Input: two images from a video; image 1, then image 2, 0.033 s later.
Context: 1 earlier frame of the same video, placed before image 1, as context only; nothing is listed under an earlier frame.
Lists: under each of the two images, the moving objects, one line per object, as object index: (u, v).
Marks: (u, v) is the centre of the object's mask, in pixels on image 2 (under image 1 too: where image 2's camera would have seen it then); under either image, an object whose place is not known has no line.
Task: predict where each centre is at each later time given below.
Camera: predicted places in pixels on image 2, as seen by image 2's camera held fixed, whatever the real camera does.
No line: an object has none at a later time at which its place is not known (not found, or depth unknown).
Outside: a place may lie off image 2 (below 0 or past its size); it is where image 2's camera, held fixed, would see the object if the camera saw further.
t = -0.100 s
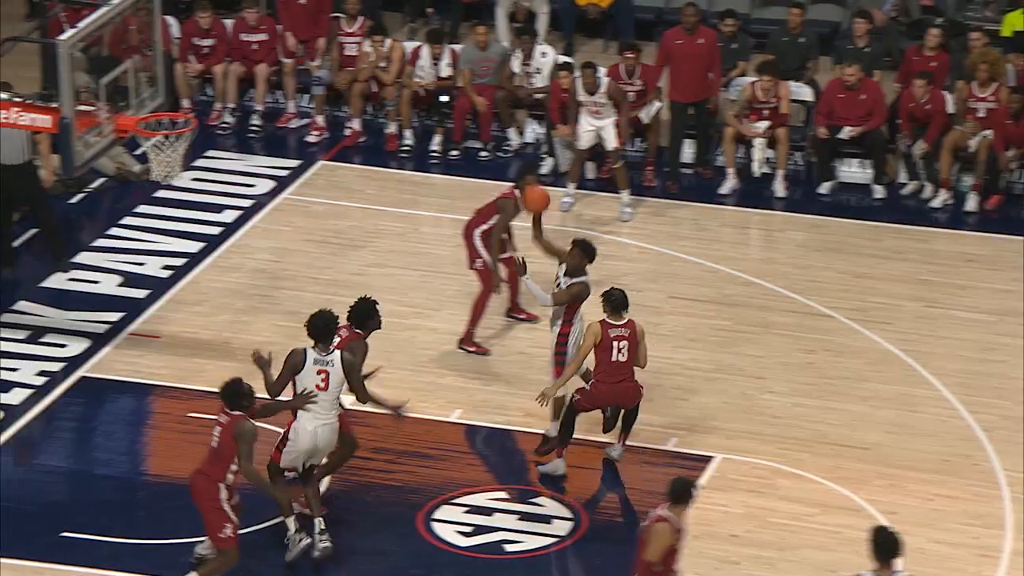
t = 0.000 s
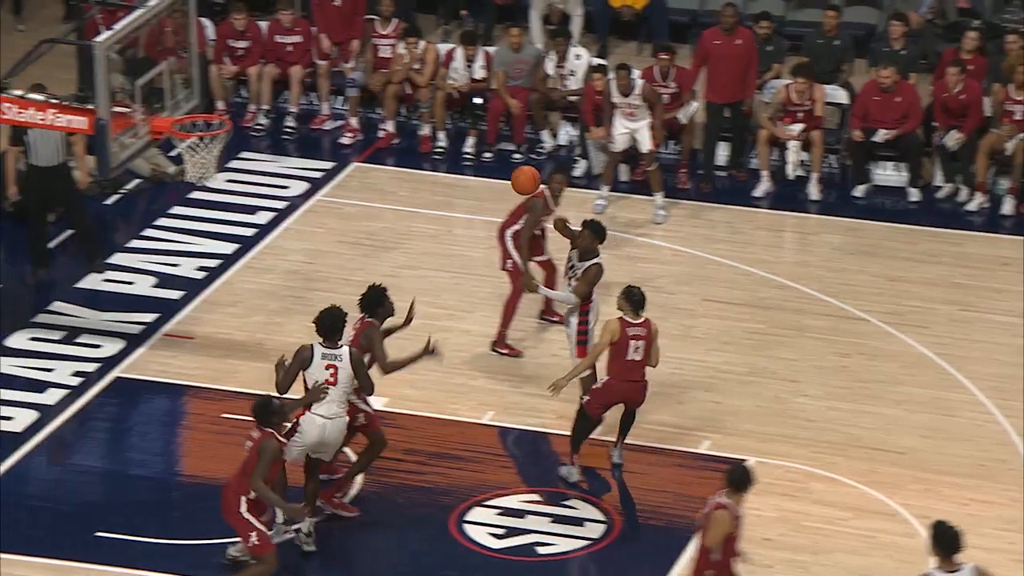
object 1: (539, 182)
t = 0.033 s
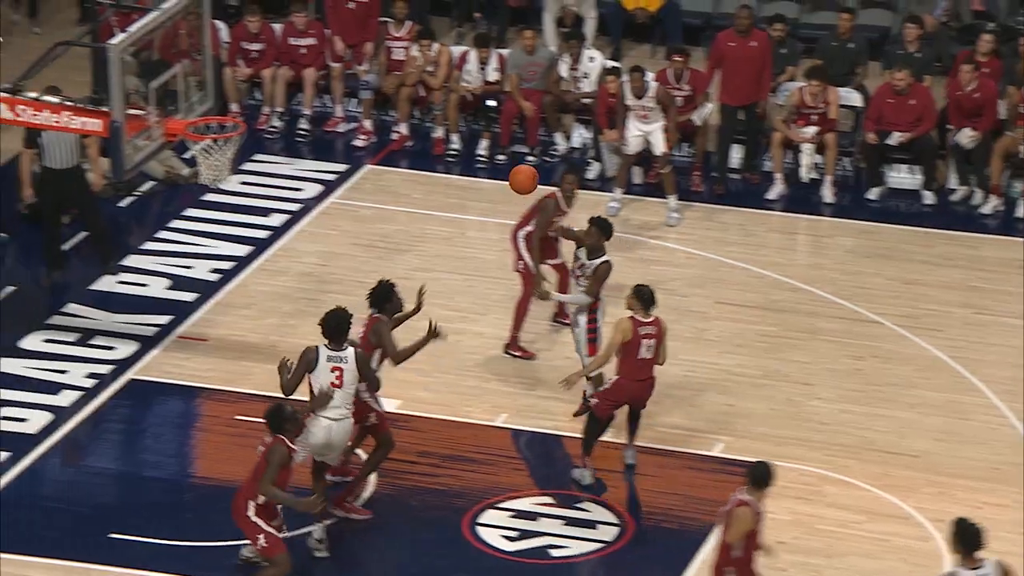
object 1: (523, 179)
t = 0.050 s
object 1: (515, 178)
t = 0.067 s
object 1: (507, 177)
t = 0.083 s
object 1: (499, 176)
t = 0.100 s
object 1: (491, 175)
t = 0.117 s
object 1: (483, 175)
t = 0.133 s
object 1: (475, 175)
